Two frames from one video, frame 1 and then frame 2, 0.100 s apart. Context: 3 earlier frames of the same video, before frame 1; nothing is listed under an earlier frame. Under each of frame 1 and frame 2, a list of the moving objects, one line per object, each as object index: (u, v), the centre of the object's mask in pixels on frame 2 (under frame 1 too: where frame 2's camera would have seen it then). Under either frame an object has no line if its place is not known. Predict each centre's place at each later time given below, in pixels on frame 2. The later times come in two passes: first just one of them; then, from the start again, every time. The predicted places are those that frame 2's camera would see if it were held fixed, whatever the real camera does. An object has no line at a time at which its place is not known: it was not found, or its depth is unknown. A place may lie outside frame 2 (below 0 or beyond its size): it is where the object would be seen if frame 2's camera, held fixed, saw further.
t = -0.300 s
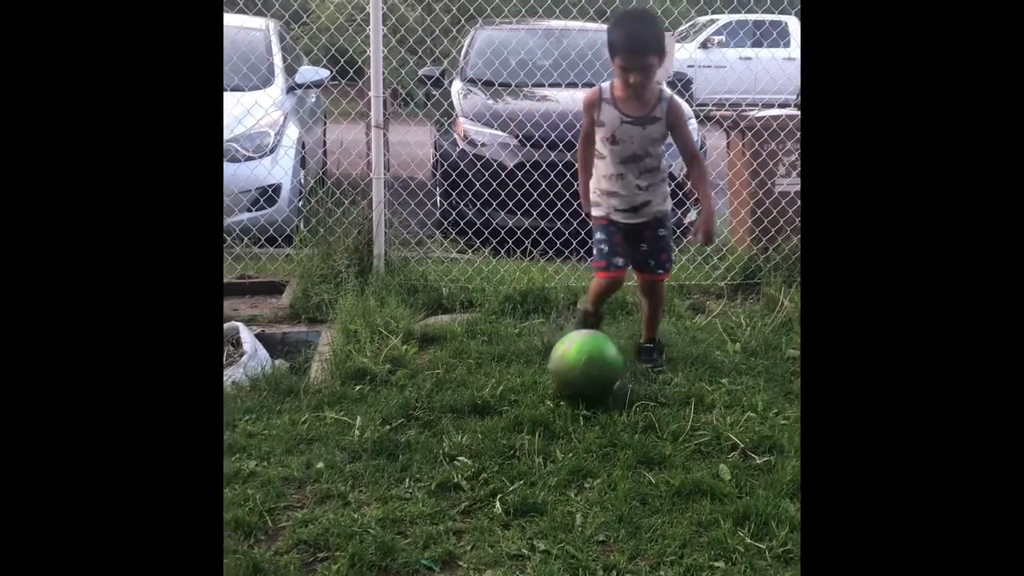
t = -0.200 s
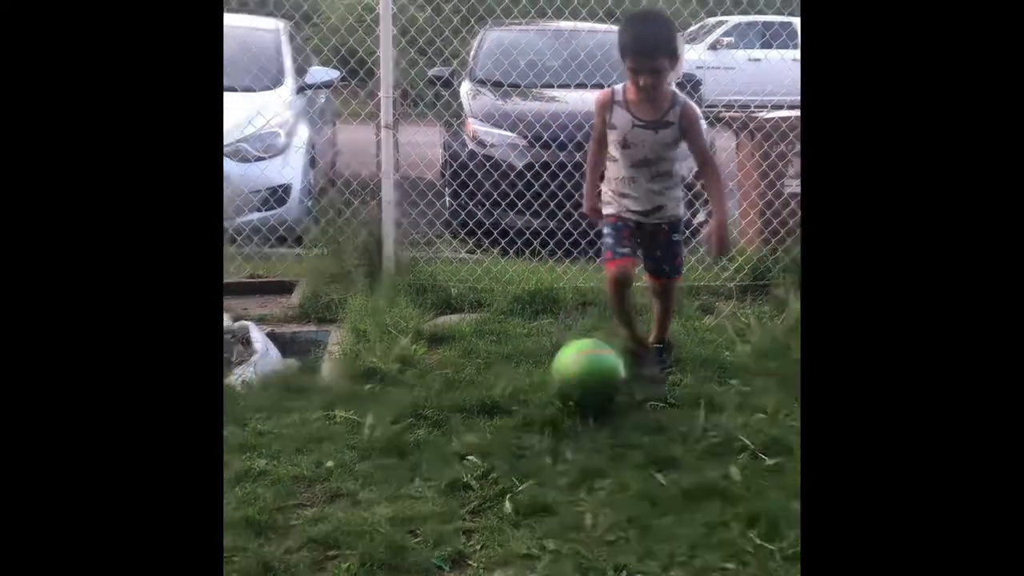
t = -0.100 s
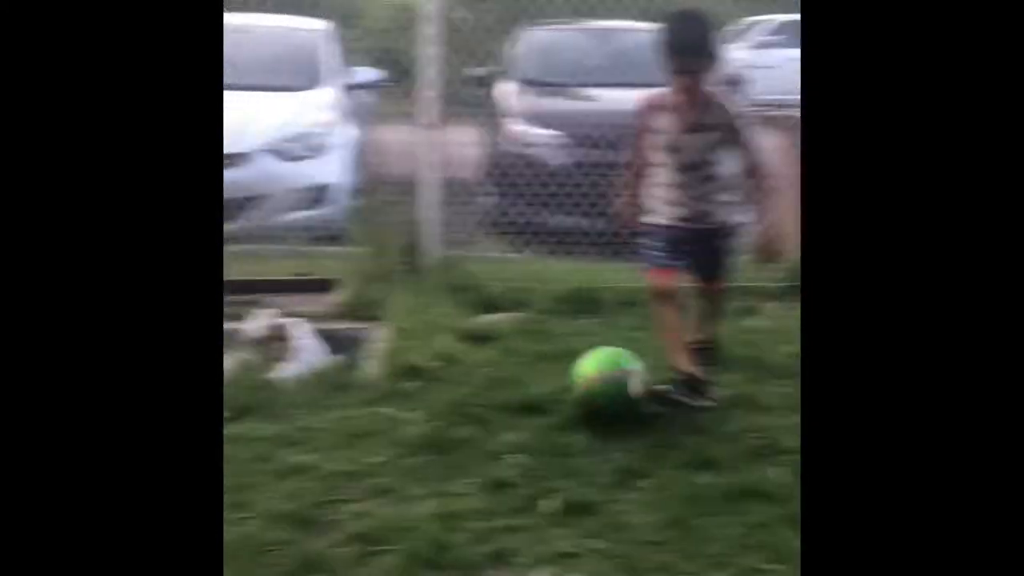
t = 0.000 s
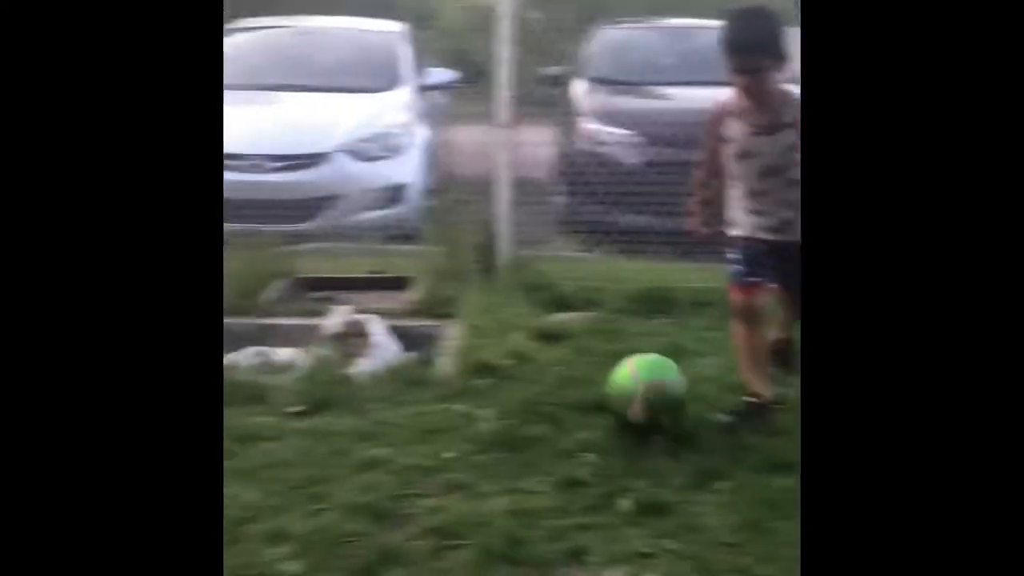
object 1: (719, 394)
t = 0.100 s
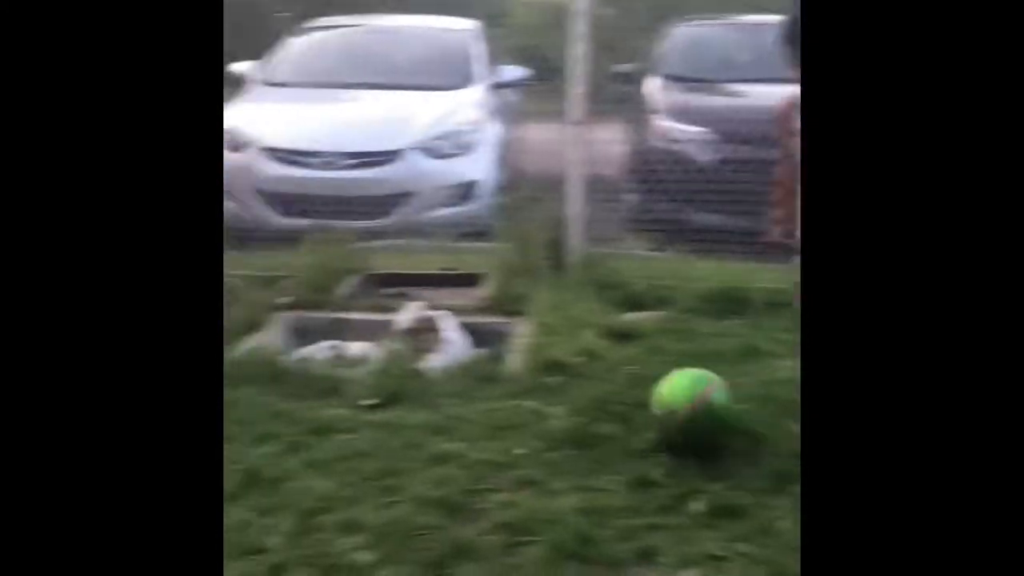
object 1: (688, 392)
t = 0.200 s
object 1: (662, 419)
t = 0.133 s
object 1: (680, 402)
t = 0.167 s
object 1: (672, 402)
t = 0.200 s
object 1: (662, 419)
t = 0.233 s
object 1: (652, 425)
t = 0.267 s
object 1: (642, 429)
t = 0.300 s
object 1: (632, 431)
